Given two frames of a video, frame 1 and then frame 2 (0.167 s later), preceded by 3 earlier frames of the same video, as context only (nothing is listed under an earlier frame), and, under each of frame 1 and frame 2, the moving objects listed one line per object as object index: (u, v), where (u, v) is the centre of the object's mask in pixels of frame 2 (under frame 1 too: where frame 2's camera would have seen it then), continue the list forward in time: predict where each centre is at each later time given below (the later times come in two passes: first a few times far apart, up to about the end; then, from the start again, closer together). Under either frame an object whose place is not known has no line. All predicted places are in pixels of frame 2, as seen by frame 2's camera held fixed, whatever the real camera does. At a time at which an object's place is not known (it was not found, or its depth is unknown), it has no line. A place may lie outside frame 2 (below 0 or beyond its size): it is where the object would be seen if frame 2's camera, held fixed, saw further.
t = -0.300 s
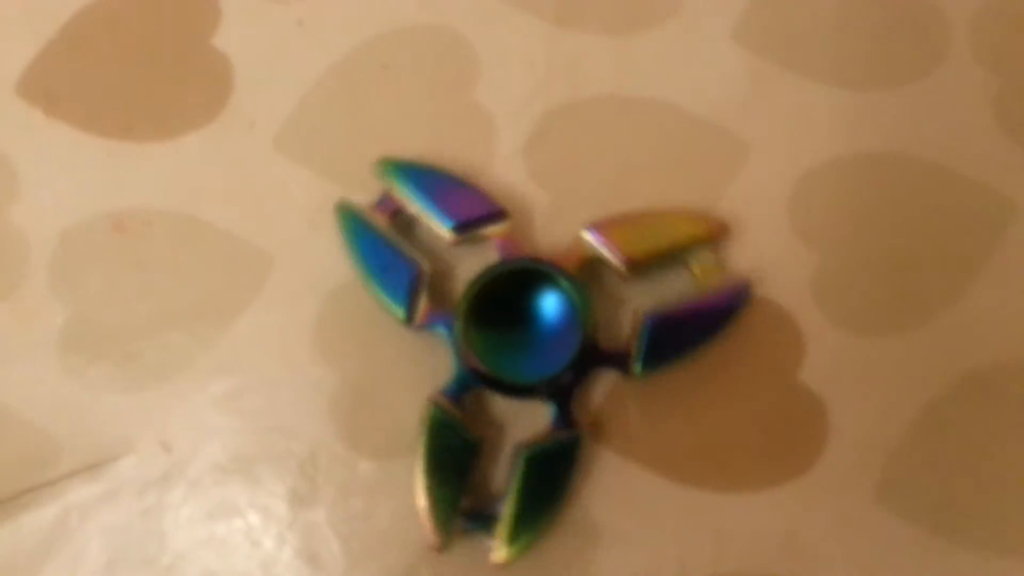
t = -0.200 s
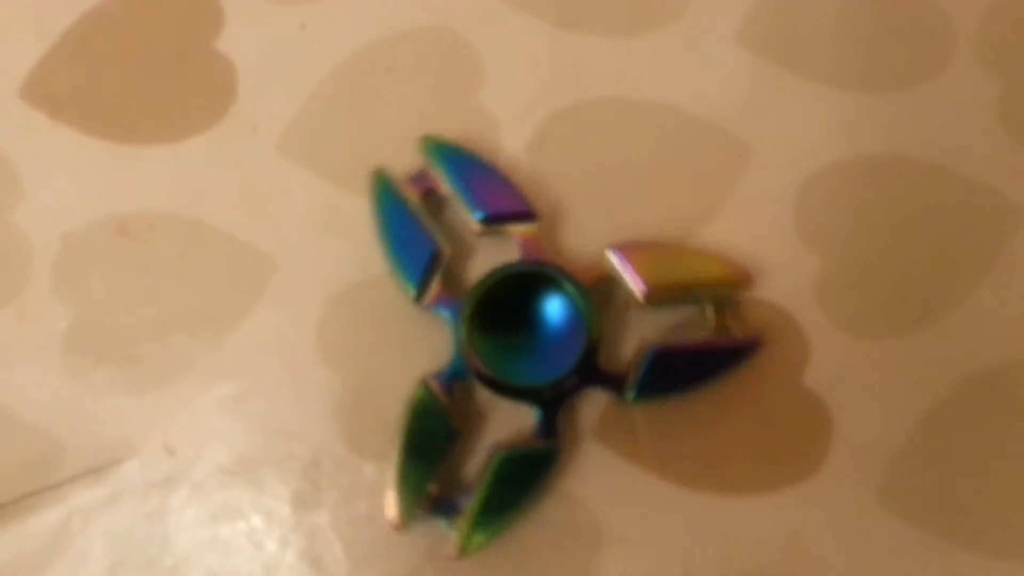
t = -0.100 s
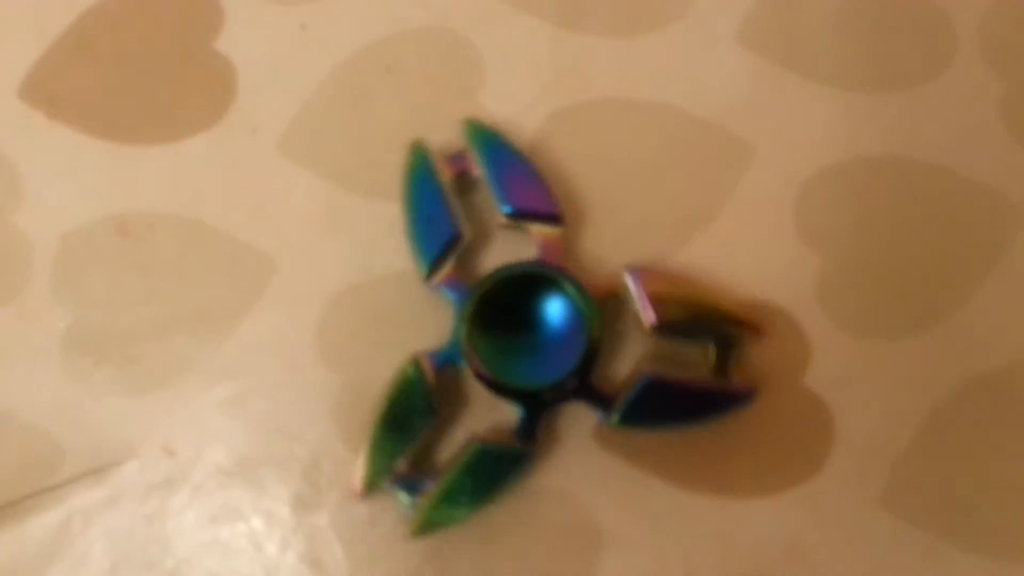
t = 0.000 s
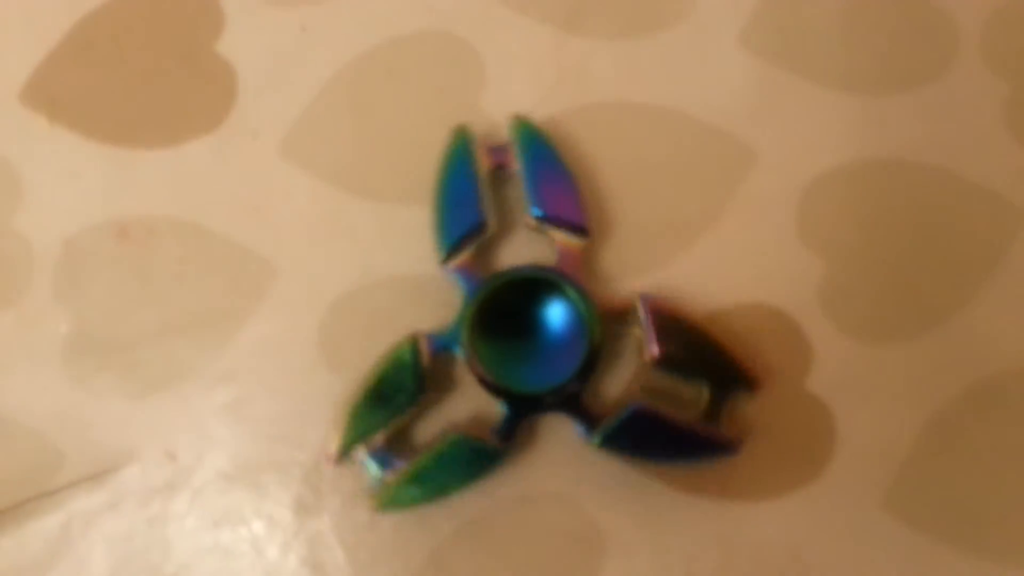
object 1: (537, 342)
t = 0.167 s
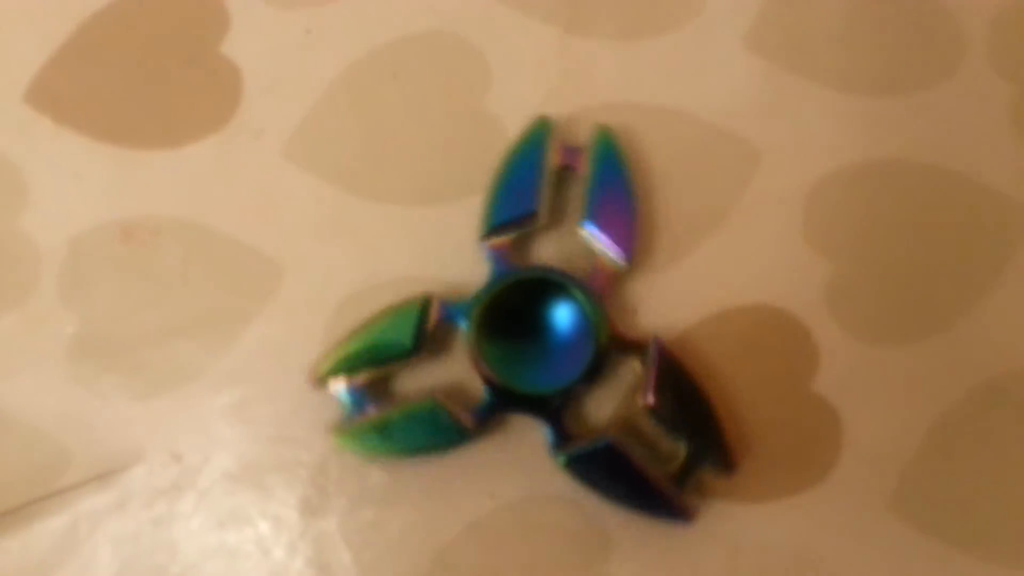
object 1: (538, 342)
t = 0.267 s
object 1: (538, 342)
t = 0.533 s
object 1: (538, 345)
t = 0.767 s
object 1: (537, 345)
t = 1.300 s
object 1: (537, 344)
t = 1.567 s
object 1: (537, 345)
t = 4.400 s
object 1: (537, 343)
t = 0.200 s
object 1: (538, 342)
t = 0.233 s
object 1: (538, 342)
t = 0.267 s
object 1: (538, 342)
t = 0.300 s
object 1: (538, 342)
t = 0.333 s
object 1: (537, 342)
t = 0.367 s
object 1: (533, 333)
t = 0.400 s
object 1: (538, 344)
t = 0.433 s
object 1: (538, 345)
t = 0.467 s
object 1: (538, 345)
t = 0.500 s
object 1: (538, 345)
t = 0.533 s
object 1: (538, 345)
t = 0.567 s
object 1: (538, 345)
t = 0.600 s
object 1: (538, 345)
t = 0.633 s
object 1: (537, 344)
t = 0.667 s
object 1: (537, 345)
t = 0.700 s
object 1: (537, 344)
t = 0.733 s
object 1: (536, 344)
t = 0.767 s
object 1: (537, 345)
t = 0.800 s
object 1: (537, 344)
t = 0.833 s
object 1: (536, 343)
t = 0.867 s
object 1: (536, 344)
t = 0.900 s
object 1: (537, 343)
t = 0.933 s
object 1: (537, 344)
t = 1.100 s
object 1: (538, 344)
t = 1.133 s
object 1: (538, 344)
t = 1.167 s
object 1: (538, 344)
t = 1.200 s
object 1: (538, 344)
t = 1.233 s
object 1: (537, 344)
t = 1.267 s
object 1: (537, 344)
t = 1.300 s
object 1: (537, 344)
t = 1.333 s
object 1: (537, 345)
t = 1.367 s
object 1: (537, 345)
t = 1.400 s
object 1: (537, 345)
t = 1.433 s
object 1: (538, 345)
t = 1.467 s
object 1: (537, 345)
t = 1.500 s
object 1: (536, 346)
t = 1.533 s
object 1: (537, 345)
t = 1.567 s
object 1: (537, 345)
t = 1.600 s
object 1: (536, 345)
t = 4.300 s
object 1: (537, 344)
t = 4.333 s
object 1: (537, 344)
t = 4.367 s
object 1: (537, 344)
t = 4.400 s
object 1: (537, 343)
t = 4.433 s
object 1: (537, 343)
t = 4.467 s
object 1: (538, 342)
